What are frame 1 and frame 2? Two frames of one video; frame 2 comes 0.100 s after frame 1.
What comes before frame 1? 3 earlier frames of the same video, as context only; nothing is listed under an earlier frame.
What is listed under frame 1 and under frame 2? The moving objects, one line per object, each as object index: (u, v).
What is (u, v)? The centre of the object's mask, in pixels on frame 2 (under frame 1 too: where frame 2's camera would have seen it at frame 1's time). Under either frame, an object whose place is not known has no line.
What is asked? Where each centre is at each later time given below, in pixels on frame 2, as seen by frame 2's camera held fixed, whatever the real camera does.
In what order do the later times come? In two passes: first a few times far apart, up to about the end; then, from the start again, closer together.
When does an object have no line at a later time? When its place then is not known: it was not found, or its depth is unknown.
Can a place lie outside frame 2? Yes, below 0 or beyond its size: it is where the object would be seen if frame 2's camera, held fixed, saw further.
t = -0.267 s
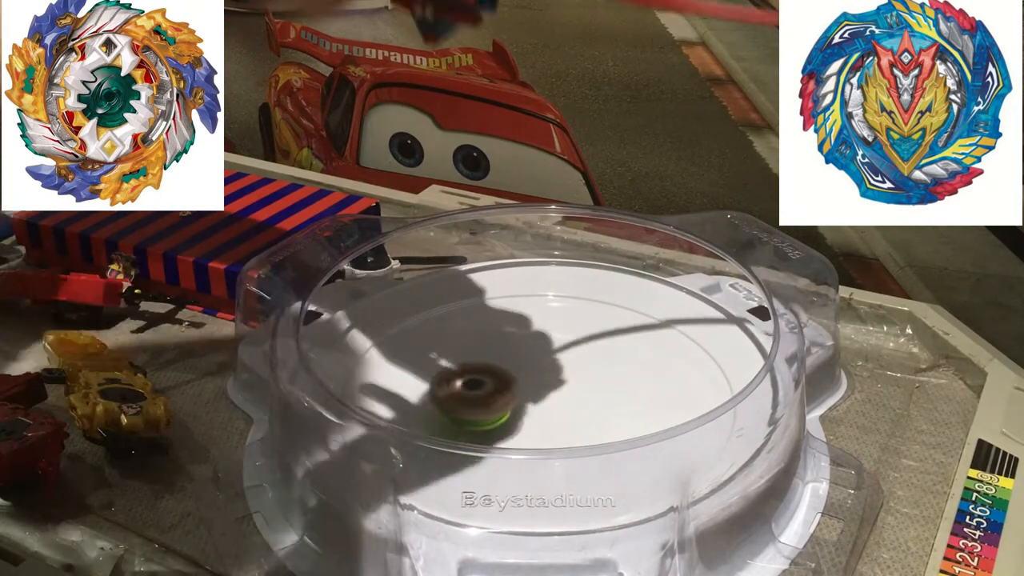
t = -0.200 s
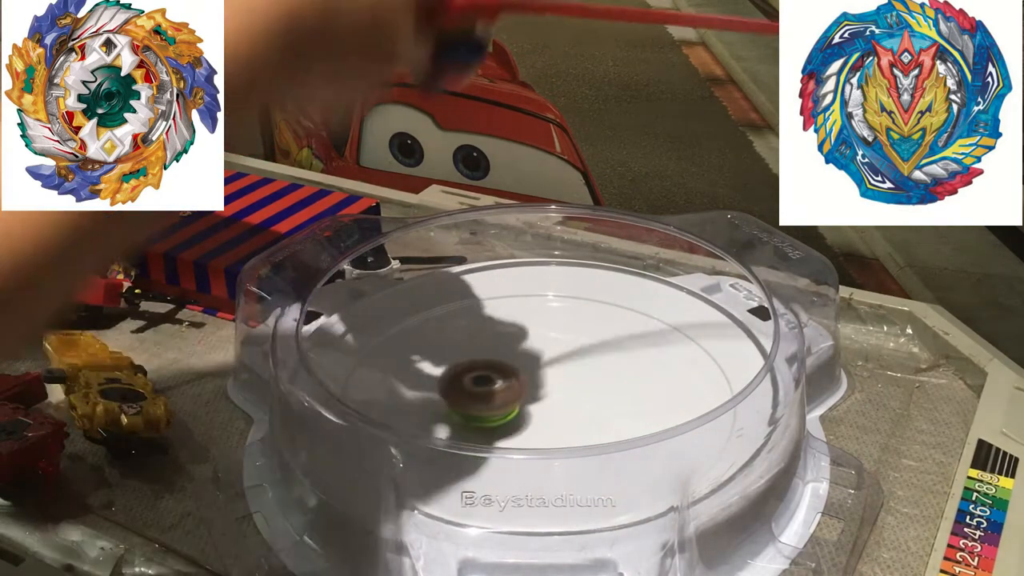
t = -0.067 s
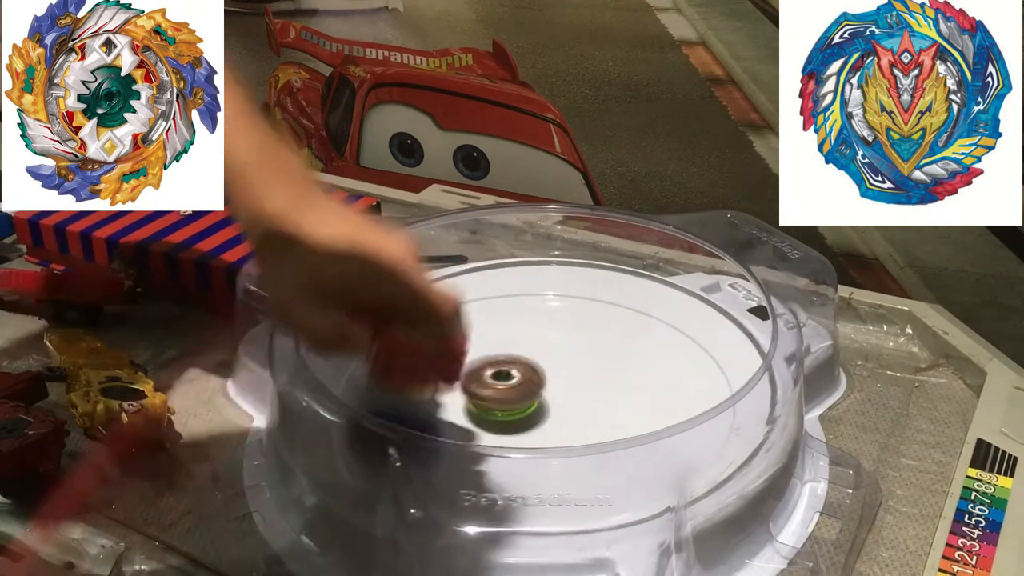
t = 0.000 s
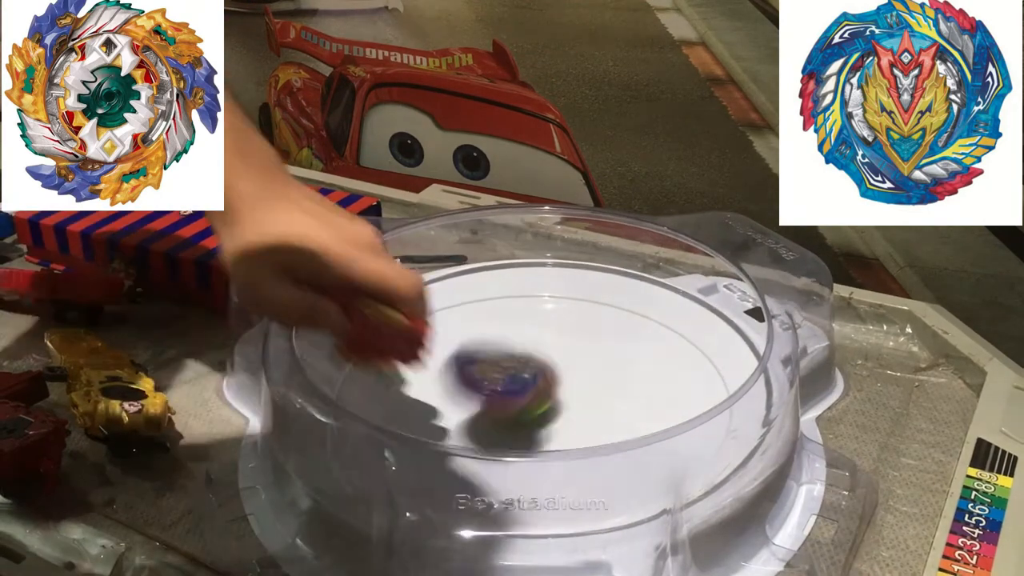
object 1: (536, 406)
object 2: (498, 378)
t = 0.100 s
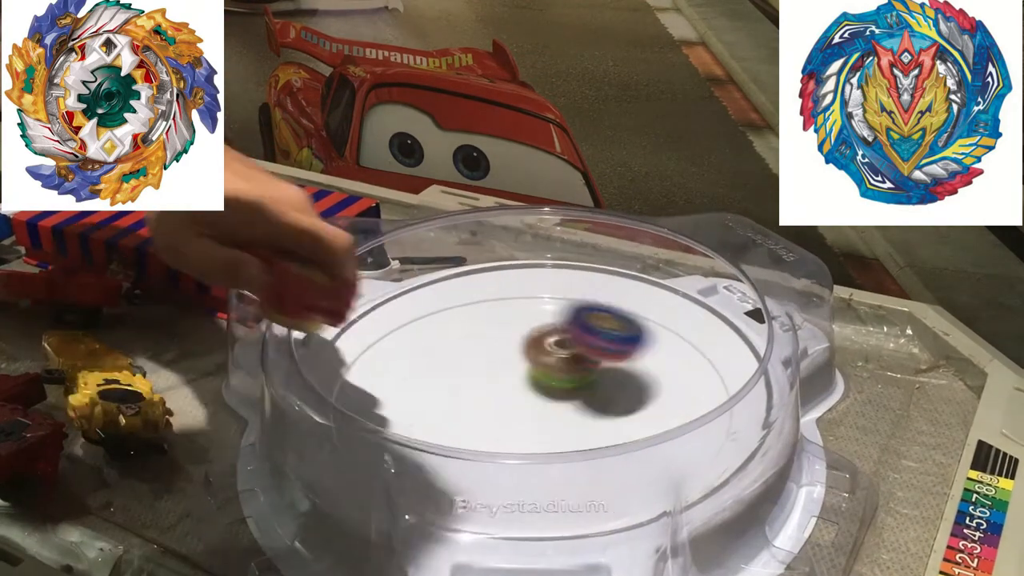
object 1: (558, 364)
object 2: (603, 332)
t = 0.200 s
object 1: (591, 362)
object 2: (715, 328)
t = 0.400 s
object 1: (648, 401)
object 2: (729, 307)
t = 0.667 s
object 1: (636, 463)
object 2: (502, 358)
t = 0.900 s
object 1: (551, 459)
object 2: (364, 382)
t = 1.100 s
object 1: (604, 423)
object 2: (484, 456)
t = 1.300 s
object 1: (703, 371)
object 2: (604, 406)
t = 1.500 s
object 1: (730, 345)
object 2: (553, 286)
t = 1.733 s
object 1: (715, 332)
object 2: (369, 283)
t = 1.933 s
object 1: (655, 346)
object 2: (380, 415)
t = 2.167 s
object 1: (563, 358)
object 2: (746, 388)
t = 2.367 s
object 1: (487, 346)
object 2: (669, 261)
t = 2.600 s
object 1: (353, 330)
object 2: (555, 330)
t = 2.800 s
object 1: (314, 285)
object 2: (606, 353)
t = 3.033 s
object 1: (321, 282)
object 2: (623, 345)
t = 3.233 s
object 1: (332, 289)
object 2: (596, 367)
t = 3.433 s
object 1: (328, 292)
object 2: (614, 405)
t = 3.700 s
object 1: (327, 290)
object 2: (637, 397)
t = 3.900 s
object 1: (329, 286)
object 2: (564, 405)
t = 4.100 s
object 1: (325, 284)
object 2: (526, 449)
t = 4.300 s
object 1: (328, 283)
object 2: (588, 446)
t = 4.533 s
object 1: (321, 285)
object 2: (517, 400)
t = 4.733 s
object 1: (321, 285)
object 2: (424, 408)
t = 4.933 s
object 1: (321, 286)
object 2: (497, 447)
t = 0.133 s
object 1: (573, 358)
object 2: (639, 347)
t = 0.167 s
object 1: (585, 357)
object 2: (683, 345)
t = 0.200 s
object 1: (591, 362)
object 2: (715, 328)
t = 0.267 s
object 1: (609, 372)
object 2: (756, 302)
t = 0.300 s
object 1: (619, 379)
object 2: (756, 296)
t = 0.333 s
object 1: (630, 387)
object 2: (753, 300)
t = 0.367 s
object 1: (640, 395)
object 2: (744, 302)
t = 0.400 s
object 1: (648, 401)
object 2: (729, 307)
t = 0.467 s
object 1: (660, 417)
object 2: (692, 319)
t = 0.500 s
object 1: (663, 427)
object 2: (668, 331)
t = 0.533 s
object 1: (662, 435)
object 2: (639, 338)
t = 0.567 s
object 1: (660, 443)
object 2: (606, 346)
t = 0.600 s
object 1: (655, 451)
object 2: (572, 351)
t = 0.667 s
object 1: (636, 463)
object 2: (502, 358)
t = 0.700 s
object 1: (622, 466)
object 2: (471, 356)
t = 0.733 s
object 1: (608, 469)
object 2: (442, 352)
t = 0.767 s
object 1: (595, 471)
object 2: (414, 349)
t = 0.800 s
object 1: (583, 470)
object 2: (391, 350)
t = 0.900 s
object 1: (551, 459)
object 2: (364, 382)
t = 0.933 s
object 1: (544, 455)
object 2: (375, 398)
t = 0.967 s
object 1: (539, 450)
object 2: (399, 423)
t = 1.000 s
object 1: (536, 445)
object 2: (433, 439)
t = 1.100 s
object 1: (604, 423)
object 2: (484, 456)
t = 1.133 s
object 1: (619, 417)
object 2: (513, 455)
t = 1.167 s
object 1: (632, 413)
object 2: (545, 451)
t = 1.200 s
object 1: (647, 405)
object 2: (572, 440)
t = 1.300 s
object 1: (703, 371)
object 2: (604, 406)
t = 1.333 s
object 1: (715, 363)
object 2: (607, 387)
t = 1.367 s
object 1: (720, 359)
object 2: (607, 367)
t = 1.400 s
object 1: (725, 352)
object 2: (599, 347)
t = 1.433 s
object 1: (727, 350)
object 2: (587, 323)
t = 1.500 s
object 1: (730, 345)
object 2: (553, 286)
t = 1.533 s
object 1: (729, 344)
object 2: (530, 272)
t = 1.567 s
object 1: (728, 342)
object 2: (506, 270)
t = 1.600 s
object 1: (727, 339)
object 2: (480, 270)
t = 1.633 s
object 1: (725, 338)
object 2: (453, 272)
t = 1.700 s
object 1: (719, 333)
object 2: (395, 276)
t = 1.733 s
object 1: (715, 332)
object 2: (369, 283)
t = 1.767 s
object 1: (707, 327)
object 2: (347, 297)
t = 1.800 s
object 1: (701, 326)
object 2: (332, 317)
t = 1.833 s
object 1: (693, 327)
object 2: (326, 339)
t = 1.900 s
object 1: (669, 339)
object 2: (352, 390)
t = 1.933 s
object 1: (655, 346)
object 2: (380, 415)
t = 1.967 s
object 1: (642, 351)
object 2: (426, 440)
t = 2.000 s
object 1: (630, 353)
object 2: (480, 456)
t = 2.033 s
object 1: (616, 356)
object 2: (547, 463)
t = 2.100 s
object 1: (591, 358)
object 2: (669, 448)
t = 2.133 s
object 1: (577, 358)
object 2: (721, 426)
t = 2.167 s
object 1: (563, 358)
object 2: (746, 388)
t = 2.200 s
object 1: (548, 357)
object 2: (750, 373)
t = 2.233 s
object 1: (534, 355)
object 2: (737, 345)
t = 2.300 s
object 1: (509, 351)
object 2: (719, 296)
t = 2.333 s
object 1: (497, 348)
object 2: (694, 273)
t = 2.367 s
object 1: (487, 346)
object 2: (669, 261)
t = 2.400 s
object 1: (478, 344)
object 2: (646, 276)
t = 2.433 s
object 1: (470, 342)
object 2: (620, 286)
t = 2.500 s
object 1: (456, 337)
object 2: (559, 311)
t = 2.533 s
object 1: (445, 337)
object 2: (531, 320)
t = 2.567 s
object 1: (396, 336)
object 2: (543, 325)
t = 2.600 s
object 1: (353, 330)
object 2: (555, 330)
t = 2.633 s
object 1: (316, 327)
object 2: (565, 336)
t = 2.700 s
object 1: (281, 307)
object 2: (581, 346)
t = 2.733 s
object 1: (281, 304)
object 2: (590, 349)
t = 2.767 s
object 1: (297, 293)
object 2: (598, 352)
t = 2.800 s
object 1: (314, 285)
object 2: (606, 353)
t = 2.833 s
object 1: (321, 281)
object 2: (614, 353)
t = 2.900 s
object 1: (327, 275)
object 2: (626, 349)
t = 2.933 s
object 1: (328, 277)
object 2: (628, 347)
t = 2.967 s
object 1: (321, 280)
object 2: (629, 346)
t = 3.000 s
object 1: (318, 283)
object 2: (626, 345)
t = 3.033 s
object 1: (321, 282)
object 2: (623, 345)
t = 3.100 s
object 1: (323, 281)
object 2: (612, 349)
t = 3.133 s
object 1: (322, 281)
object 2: (607, 352)
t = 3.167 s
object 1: (325, 287)
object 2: (602, 356)
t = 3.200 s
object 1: (331, 288)
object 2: (598, 361)
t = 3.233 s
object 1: (332, 289)
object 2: (596, 367)
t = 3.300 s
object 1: (323, 284)
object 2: (595, 381)
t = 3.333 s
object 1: (330, 290)
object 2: (597, 389)
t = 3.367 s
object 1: (324, 292)
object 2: (601, 395)
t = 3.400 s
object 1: (324, 292)
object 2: (607, 401)
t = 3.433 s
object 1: (328, 292)
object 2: (614, 405)
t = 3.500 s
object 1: (319, 292)
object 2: (629, 406)
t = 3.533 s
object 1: (319, 295)
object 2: (635, 406)
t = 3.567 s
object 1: (318, 295)
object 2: (640, 404)
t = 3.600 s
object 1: (319, 297)
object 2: (643, 402)
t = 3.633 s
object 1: (320, 296)
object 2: (645, 400)
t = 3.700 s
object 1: (327, 290)
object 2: (637, 397)
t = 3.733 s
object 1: (328, 288)
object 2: (629, 396)
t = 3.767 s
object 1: (336, 291)
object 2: (618, 395)
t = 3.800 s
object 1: (338, 288)
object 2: (605, 395)
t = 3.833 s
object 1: (334, 289)
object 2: (591, 397)
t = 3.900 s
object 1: (329, 286)
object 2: (564, 405)
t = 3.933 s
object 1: (326, 288)
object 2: (550, 412)
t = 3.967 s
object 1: (319, 286)
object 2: (538, 417)
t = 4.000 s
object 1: (322, 286)
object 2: (529, 421)
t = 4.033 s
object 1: (322, 285)
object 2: (523, 426)
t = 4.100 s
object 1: (325, 284)
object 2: (526, 449)
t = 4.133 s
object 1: (325, 285)
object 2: (534, 454)
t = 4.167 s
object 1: (325, 282)
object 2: (547, 458)
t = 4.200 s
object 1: (328, 284)
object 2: (560, 456)
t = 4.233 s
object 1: (324, 283)
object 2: (572, 456)
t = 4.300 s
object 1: (328, 283)
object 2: (588, 446)
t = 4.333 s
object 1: (327, 285)
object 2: (590, 438)
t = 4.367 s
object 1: (327, 285)
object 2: (588, 431)
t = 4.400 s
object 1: (323, 287)
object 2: (579, 418)
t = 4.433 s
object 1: (322, 286)
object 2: (568, 414)
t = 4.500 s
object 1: (322, 285)
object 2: (537, 404)
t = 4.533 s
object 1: (321, 285)
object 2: (517, 400)
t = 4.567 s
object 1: (321, 285)
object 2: (497, 397)
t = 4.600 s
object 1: (322, 285)
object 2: (478, 397)
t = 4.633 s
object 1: (322, 285)
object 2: (459, 397)
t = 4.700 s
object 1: (322, 285)
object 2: (431, 404)
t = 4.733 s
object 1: (321, 285)
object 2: (424, 408)
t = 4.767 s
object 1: (322, 285)
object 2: (421, 413)
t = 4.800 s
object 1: (322, 286)
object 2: (424, 430)
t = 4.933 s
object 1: (321, 286)
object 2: (497, 447)
